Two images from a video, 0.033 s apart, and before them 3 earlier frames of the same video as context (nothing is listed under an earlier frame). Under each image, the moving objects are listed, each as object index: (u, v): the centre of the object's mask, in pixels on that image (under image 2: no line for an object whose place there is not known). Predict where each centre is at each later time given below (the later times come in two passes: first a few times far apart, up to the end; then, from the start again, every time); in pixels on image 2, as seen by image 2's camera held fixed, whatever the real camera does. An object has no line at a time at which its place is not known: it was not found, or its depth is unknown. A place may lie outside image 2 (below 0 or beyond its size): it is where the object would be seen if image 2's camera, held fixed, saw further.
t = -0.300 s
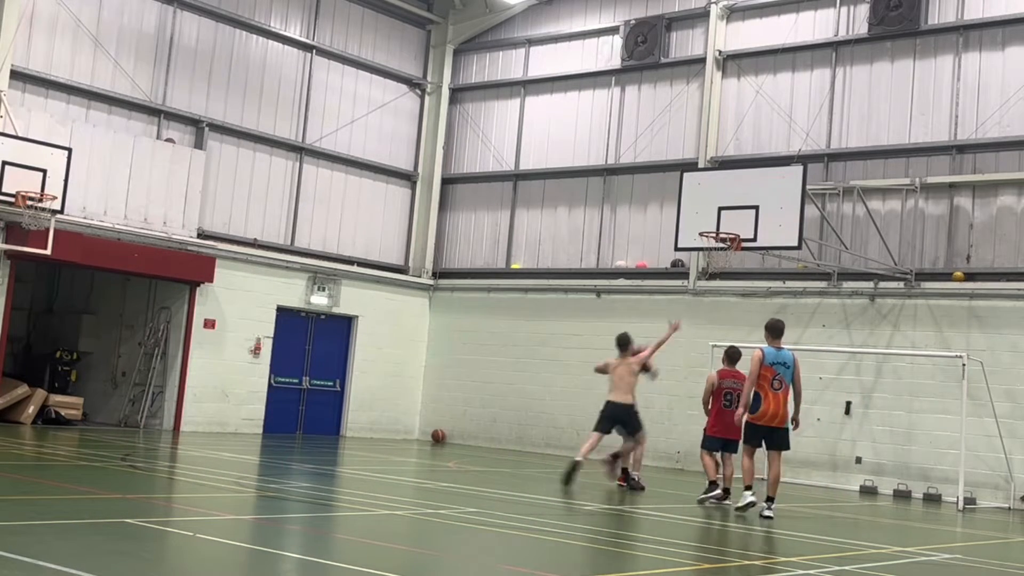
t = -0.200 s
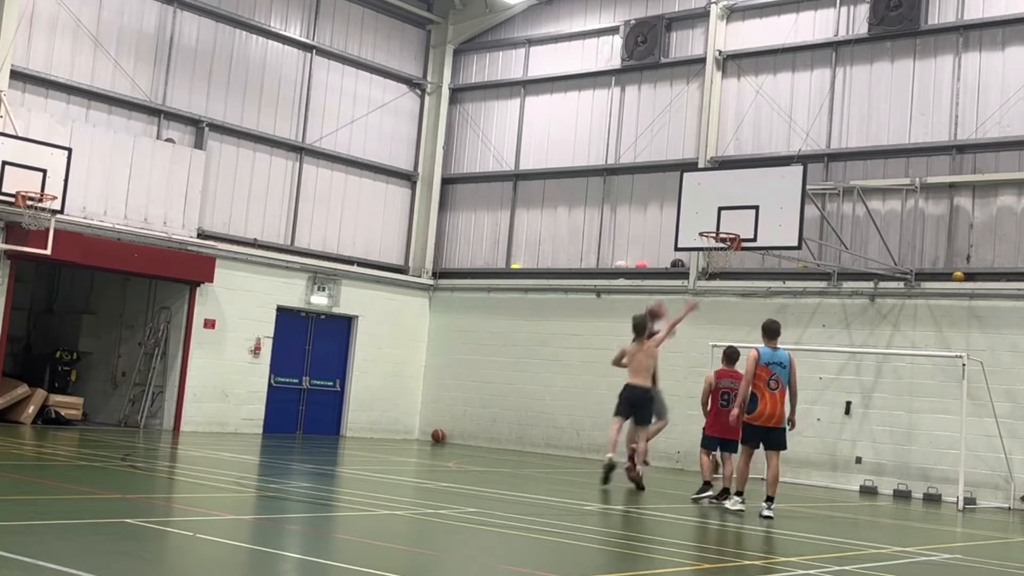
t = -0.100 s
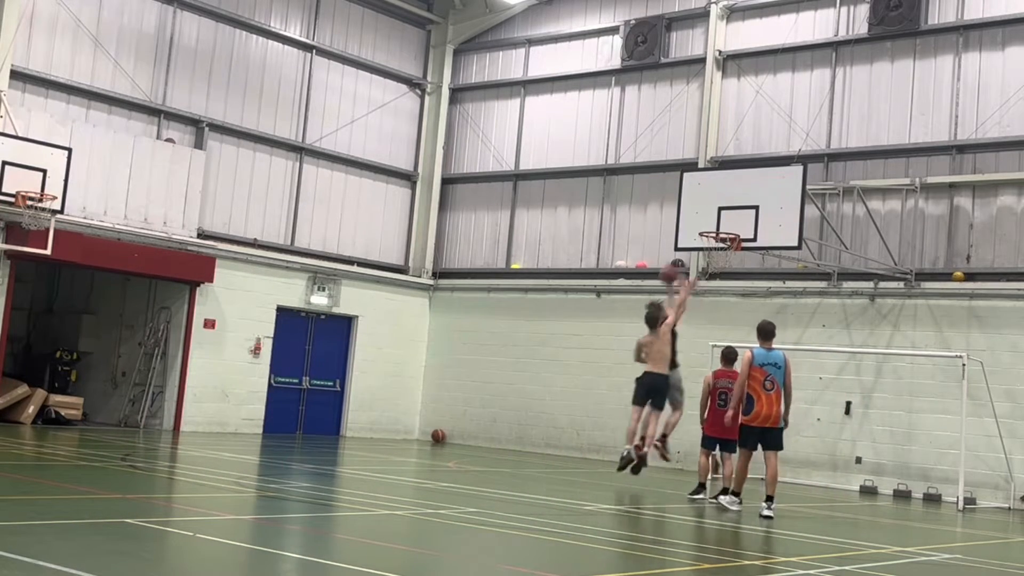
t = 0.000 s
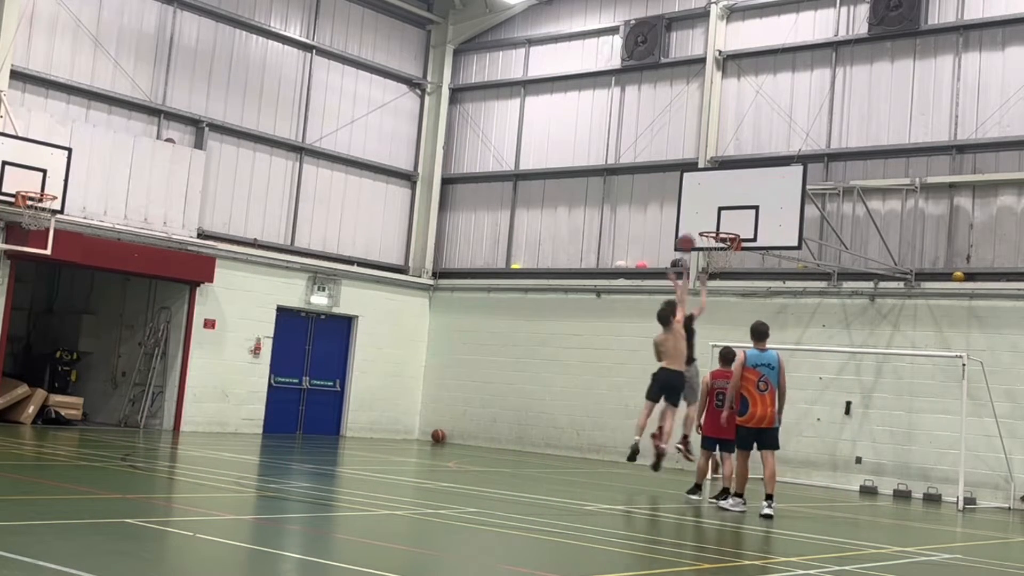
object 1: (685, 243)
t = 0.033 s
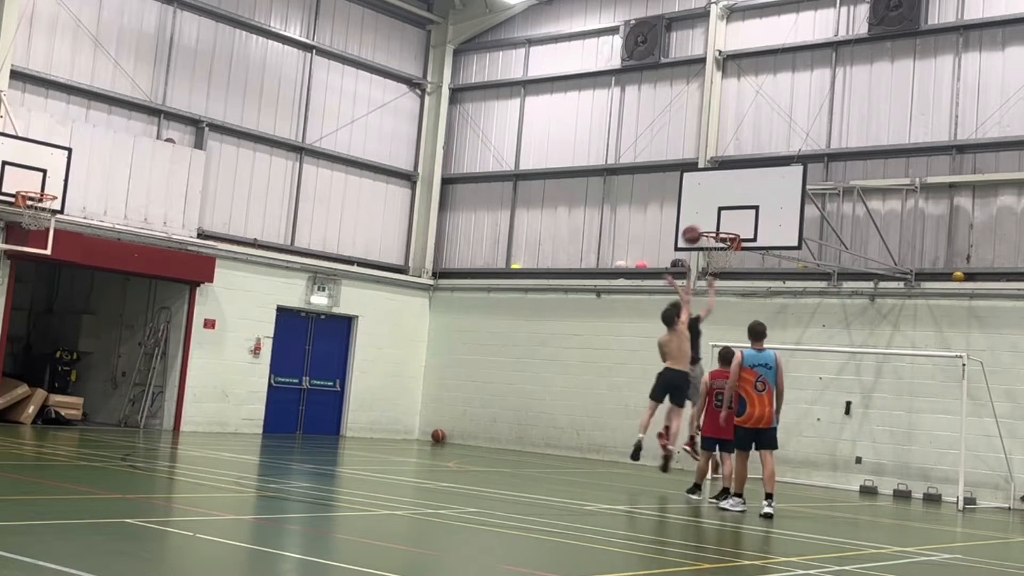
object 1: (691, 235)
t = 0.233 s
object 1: (705, 208)
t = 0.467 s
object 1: (704, 218)
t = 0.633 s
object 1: (716, 223)
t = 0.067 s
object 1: (697, 227)
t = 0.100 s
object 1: (702, 221)
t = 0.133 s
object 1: (704, 216)
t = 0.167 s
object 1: (705, 212)
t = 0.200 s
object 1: (705, 209)
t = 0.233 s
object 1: (705, 208)
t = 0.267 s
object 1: (705, 207)
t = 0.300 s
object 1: (705, 206)
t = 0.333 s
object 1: (705, 207)
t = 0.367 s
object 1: (705, 208)
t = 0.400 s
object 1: (705, 211)
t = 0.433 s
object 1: (705, 214)
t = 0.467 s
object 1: (704, 218)
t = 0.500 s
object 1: (704, 223)
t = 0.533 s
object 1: (706, 223)
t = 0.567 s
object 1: (709, 223)
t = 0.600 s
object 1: (713, 222)
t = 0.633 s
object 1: (716, 223)
